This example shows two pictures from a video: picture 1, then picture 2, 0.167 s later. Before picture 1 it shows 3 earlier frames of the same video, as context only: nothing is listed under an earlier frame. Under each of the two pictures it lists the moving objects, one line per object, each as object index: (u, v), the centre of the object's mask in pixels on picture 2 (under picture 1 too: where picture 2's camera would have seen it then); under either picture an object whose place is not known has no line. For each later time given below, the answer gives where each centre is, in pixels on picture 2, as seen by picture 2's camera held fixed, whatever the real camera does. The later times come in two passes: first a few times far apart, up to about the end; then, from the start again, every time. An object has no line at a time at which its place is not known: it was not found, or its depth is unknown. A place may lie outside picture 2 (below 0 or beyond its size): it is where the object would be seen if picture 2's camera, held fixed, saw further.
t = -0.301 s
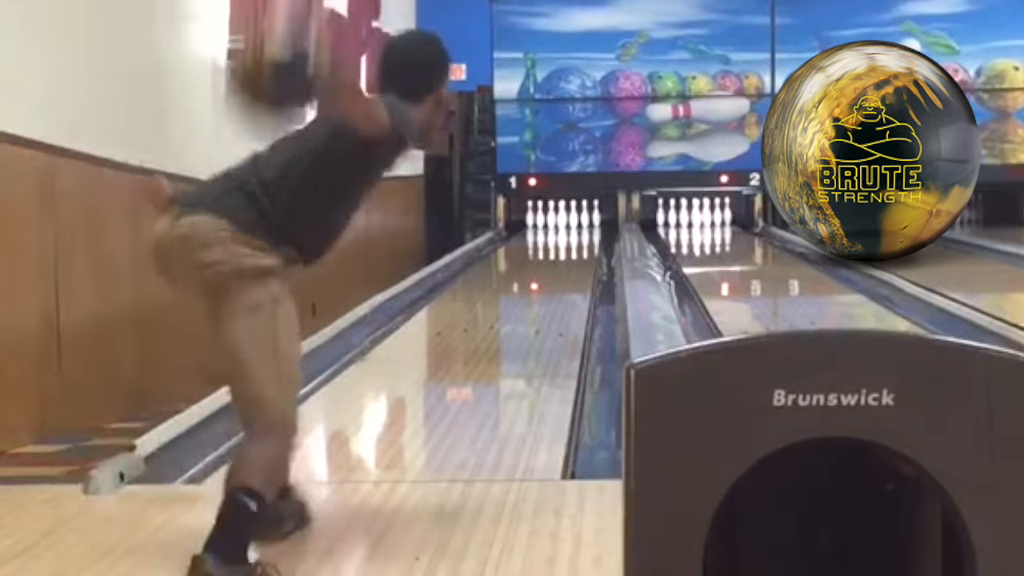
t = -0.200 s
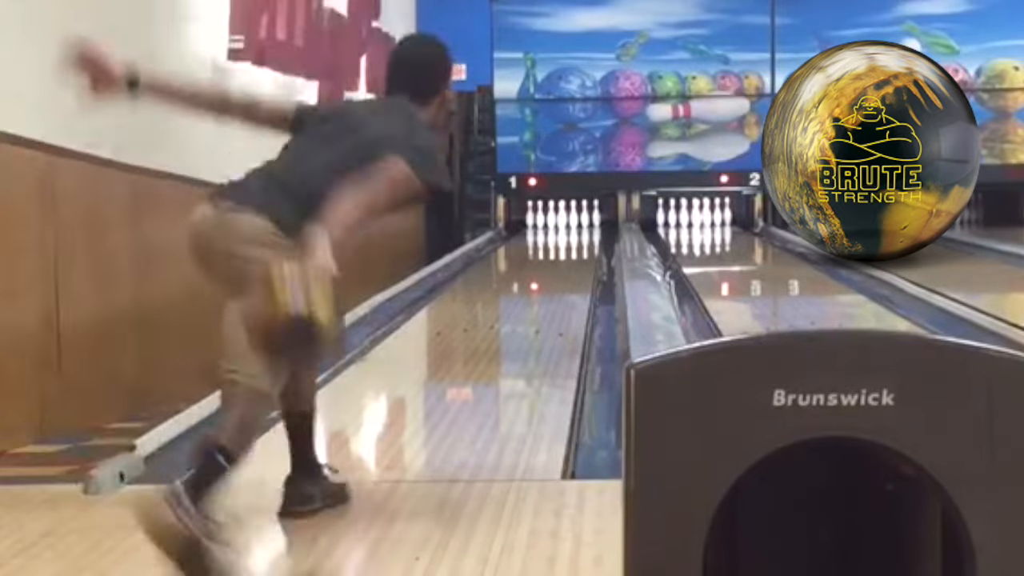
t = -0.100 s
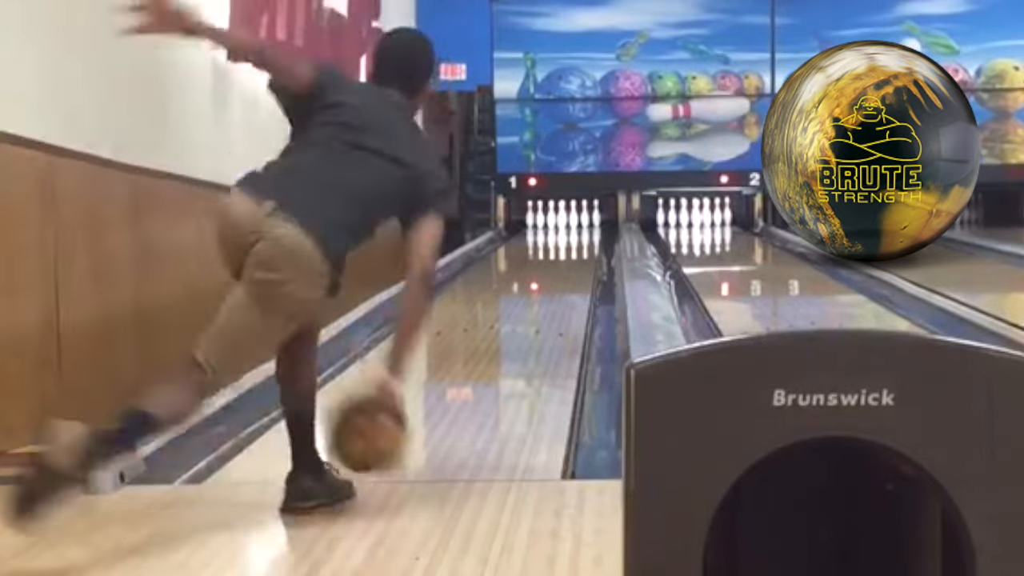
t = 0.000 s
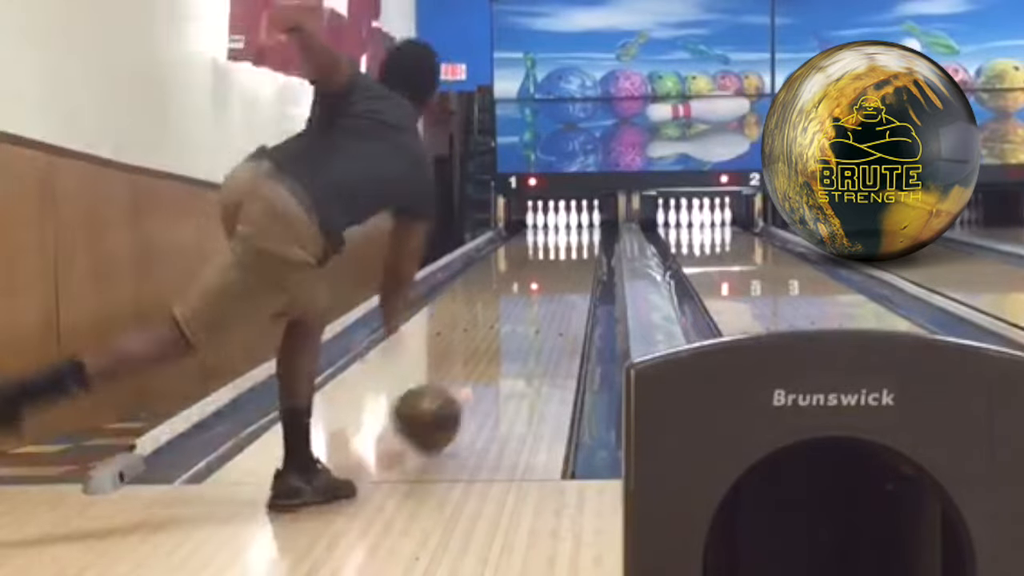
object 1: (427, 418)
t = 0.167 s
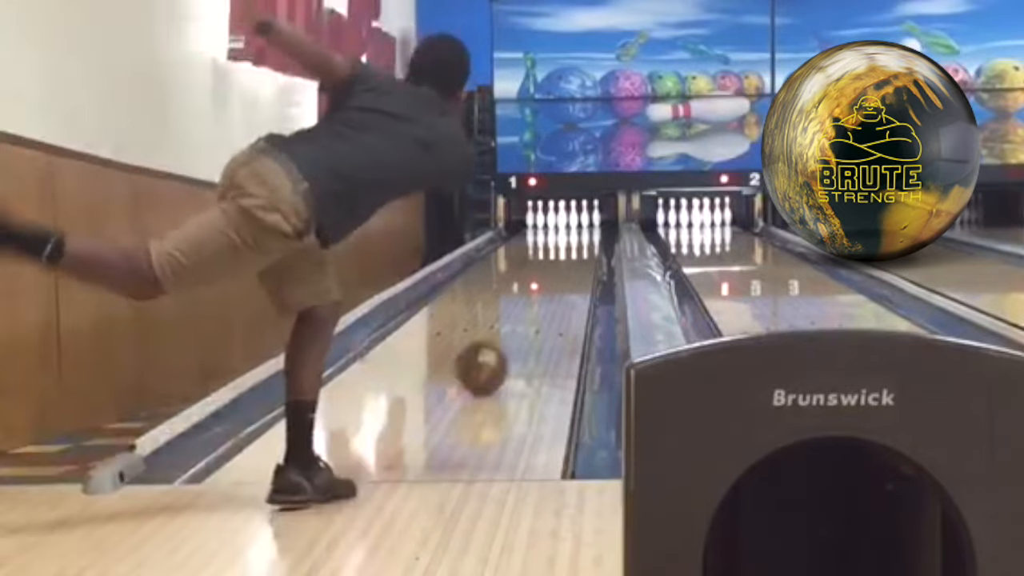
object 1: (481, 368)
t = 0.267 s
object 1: (503, 345)
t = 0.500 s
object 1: (539, 306)
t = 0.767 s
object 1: (564, 278)
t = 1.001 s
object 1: (578, 260)
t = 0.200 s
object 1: (488, 360)
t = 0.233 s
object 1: (496, 352)
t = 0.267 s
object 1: (503, 345)
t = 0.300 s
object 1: (509, 338)
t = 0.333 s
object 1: (516, 332)
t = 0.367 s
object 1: (521, 326)
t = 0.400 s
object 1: (527, 320)
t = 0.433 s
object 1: (531, 315)
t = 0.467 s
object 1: (535, 310)
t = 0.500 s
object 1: (539, 306)
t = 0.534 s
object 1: (544, 303)
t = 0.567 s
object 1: (546, 297)
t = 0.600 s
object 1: (550, 294)
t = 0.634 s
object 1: (554, 291)
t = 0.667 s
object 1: (556, 288)
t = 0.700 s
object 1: (559, 285)
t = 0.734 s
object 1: (561, 282)
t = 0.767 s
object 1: (564, 278)
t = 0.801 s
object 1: (566, 276)
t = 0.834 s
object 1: (568, 273)
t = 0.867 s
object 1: (569, 271)
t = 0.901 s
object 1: (572, 267)
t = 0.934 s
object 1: (574, 264)
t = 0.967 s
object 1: (575, 263)
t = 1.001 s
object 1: (578, 260)
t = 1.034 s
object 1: (578, 258)
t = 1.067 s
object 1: (579, 256)
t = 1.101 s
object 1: (580, 255)
